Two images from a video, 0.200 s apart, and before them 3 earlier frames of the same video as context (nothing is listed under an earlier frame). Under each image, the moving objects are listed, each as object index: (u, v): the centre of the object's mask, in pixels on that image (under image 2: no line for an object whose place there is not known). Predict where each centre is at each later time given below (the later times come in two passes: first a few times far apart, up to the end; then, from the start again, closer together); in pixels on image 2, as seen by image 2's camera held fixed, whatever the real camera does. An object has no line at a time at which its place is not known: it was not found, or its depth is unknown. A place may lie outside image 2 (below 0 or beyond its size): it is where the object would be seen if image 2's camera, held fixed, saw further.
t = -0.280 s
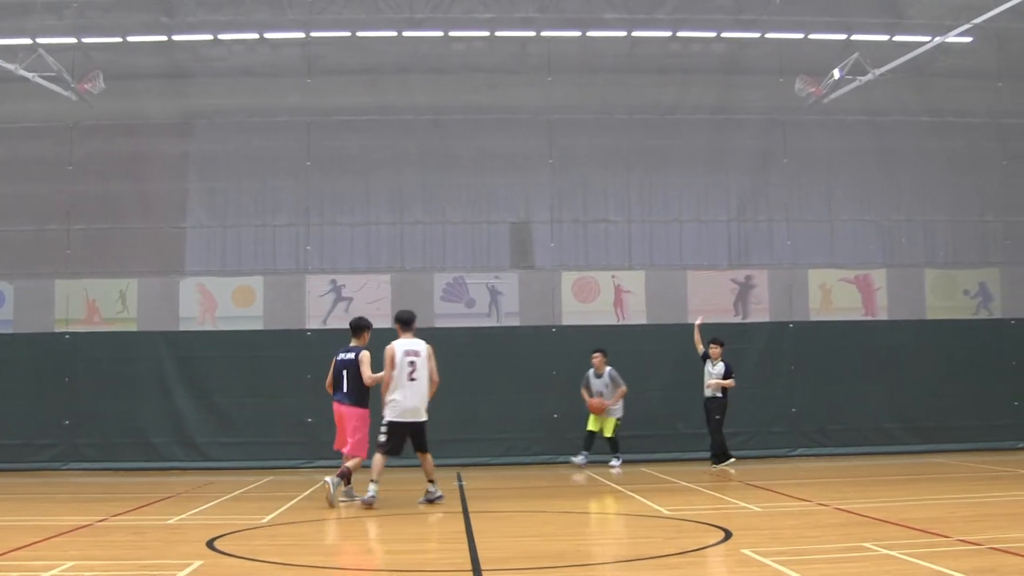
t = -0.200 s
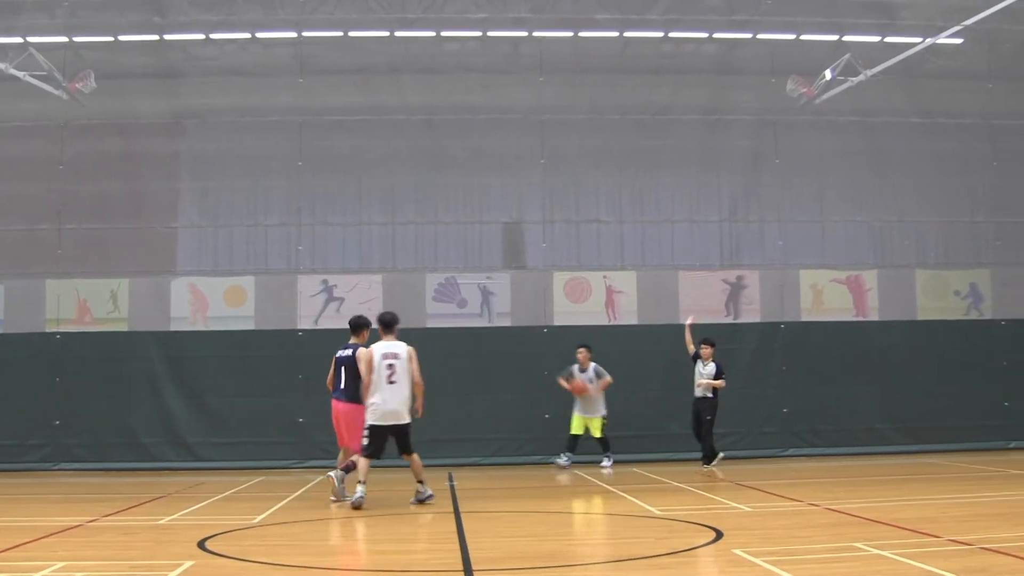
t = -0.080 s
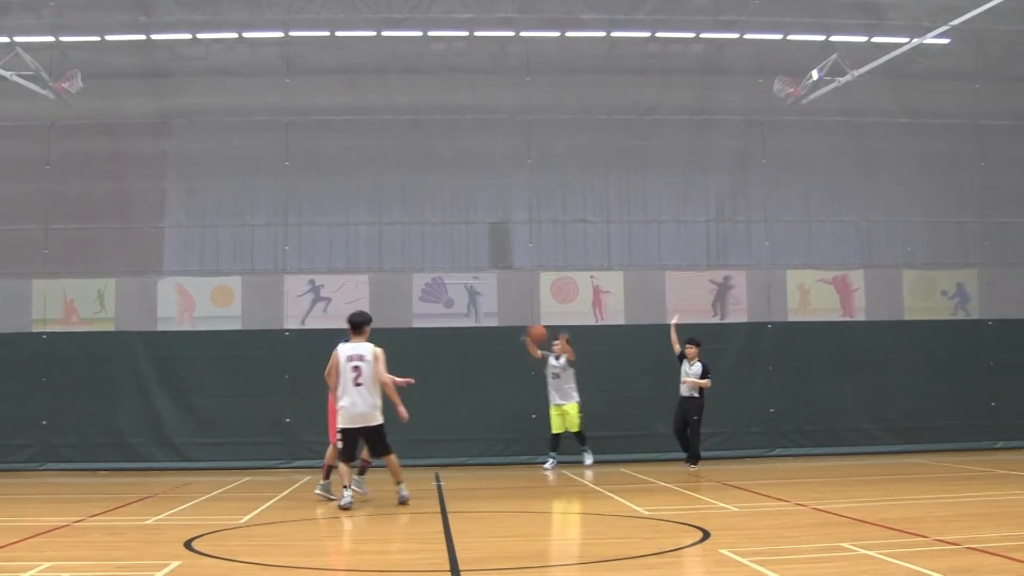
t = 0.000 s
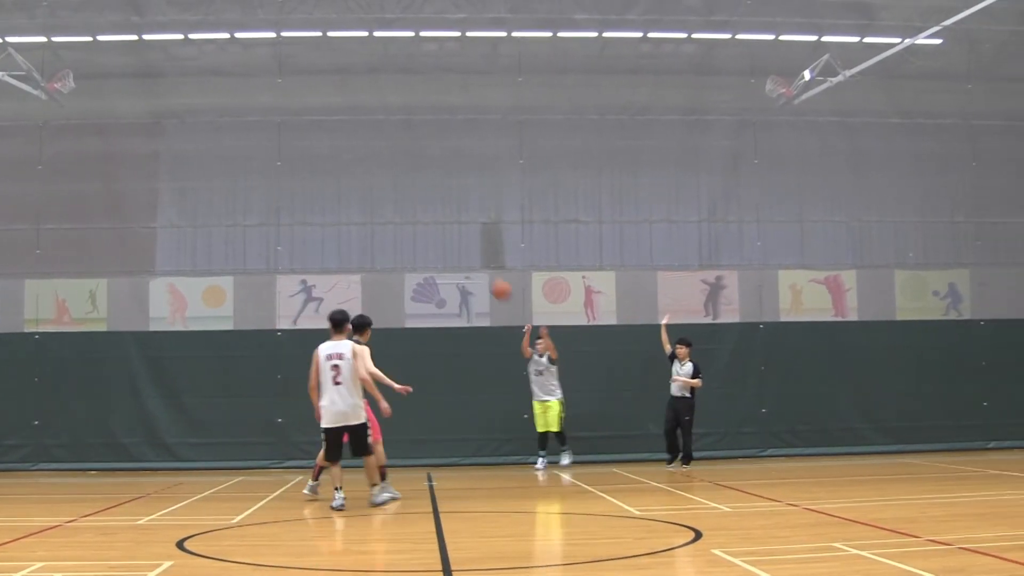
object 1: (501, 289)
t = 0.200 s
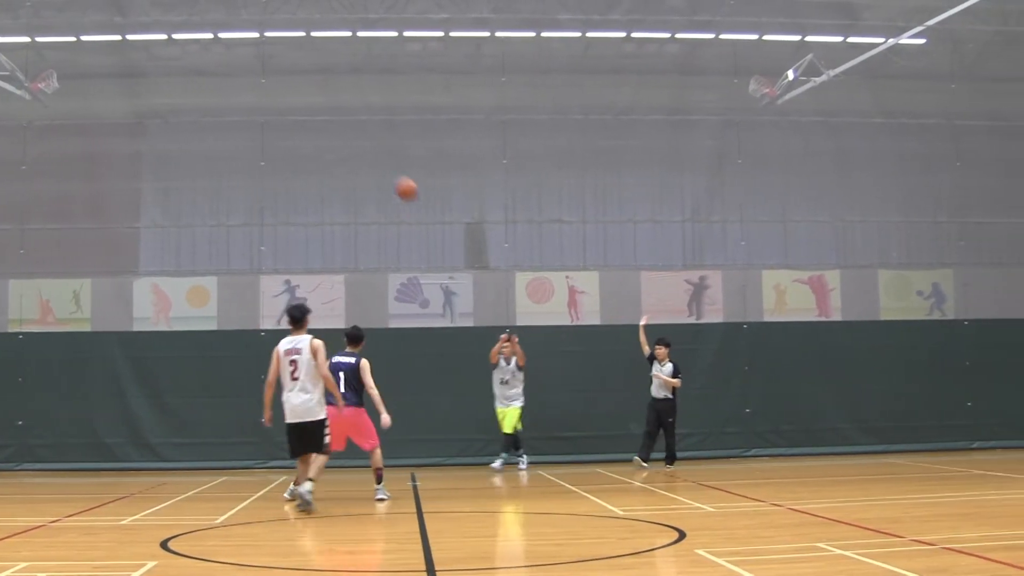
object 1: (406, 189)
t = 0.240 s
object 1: (390, 169)
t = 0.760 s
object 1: (95, 5)
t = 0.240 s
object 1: (390, 169)
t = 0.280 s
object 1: (373, 152)
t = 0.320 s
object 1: (356, 135)
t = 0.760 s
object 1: (95, 5)
